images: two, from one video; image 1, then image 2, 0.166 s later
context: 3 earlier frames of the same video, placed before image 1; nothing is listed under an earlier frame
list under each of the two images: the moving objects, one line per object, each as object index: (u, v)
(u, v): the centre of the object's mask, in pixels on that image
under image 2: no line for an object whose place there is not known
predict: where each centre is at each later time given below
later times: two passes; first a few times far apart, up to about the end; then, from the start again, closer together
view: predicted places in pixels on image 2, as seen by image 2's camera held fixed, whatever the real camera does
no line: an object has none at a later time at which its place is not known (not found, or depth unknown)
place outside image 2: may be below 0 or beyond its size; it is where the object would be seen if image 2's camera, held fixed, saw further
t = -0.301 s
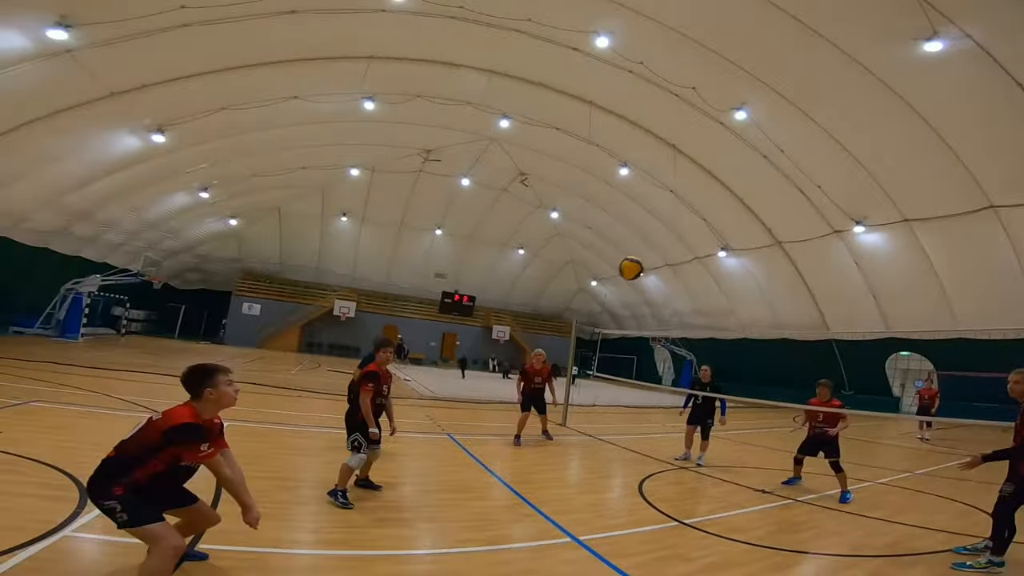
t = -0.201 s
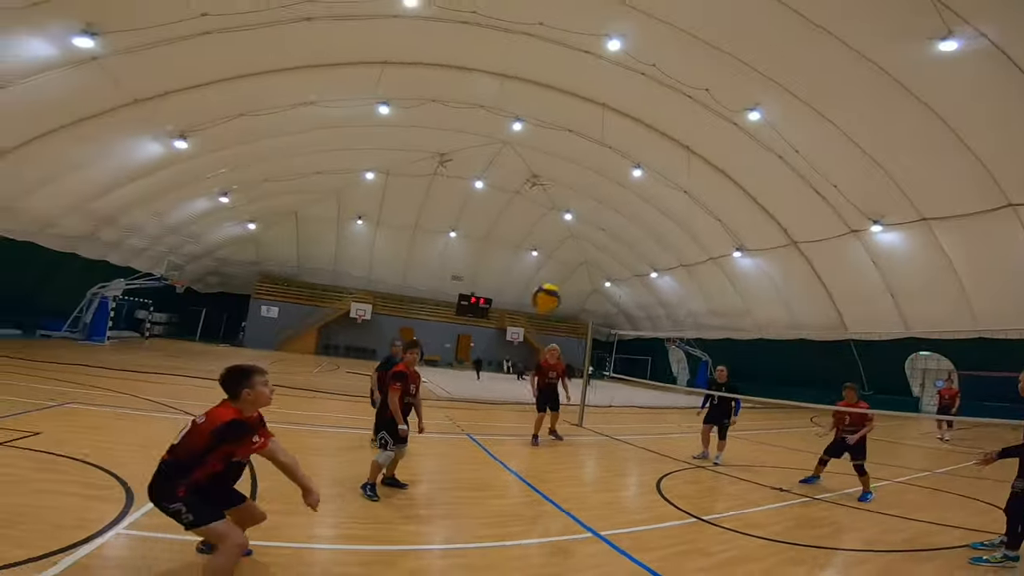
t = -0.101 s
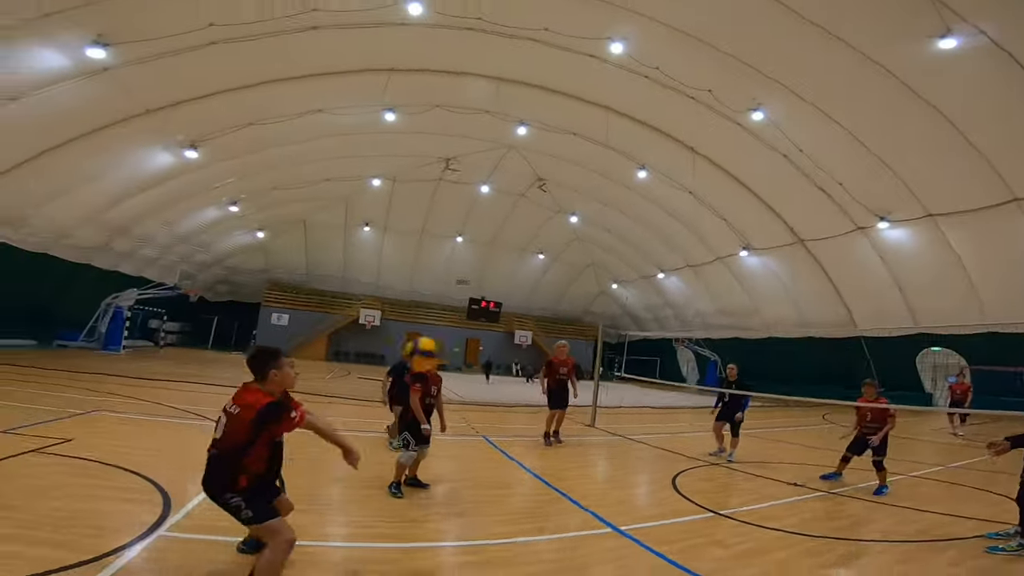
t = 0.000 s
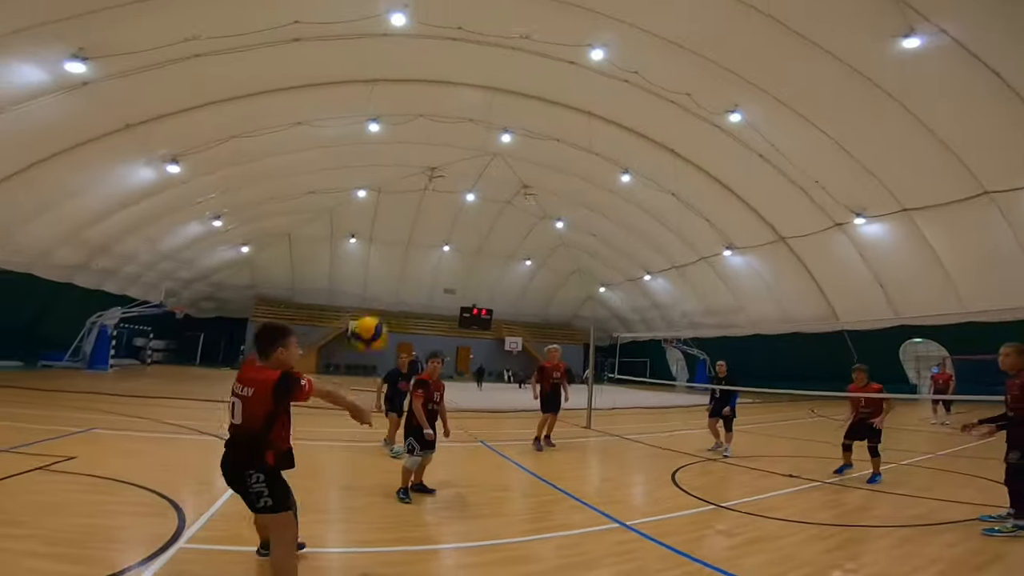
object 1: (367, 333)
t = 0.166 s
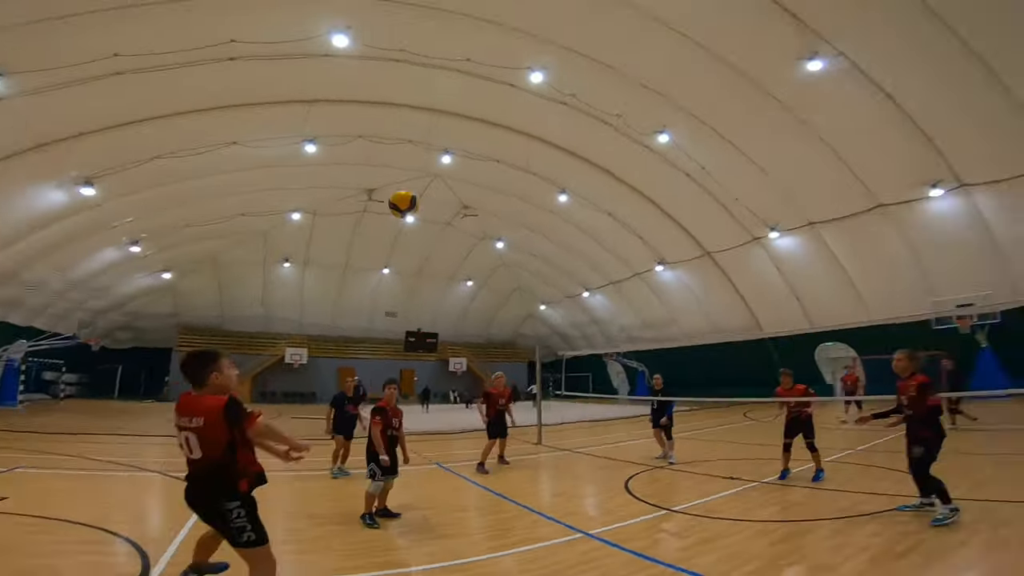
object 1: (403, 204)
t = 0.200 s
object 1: (417, 188)
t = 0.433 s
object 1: (500, 113)
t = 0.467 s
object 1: (510, 107)
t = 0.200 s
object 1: (417, 188)
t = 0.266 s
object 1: (443, 160)
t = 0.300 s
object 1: (457, 148)
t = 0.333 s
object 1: (467, 138)
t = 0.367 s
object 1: (478, 127)
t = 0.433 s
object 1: (500, 113)
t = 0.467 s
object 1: (510, 107)
